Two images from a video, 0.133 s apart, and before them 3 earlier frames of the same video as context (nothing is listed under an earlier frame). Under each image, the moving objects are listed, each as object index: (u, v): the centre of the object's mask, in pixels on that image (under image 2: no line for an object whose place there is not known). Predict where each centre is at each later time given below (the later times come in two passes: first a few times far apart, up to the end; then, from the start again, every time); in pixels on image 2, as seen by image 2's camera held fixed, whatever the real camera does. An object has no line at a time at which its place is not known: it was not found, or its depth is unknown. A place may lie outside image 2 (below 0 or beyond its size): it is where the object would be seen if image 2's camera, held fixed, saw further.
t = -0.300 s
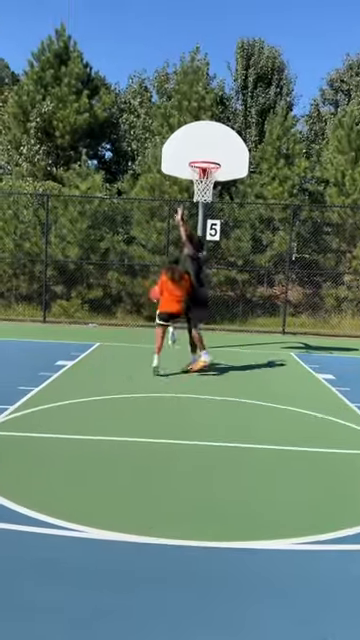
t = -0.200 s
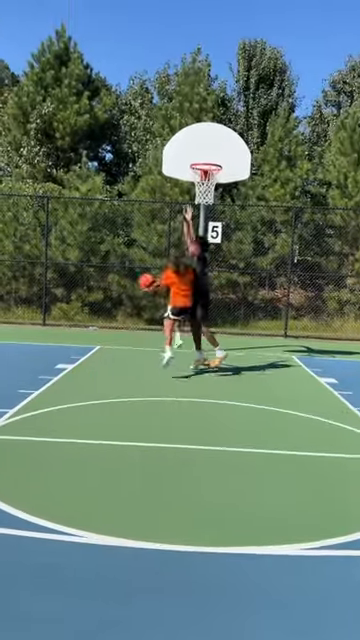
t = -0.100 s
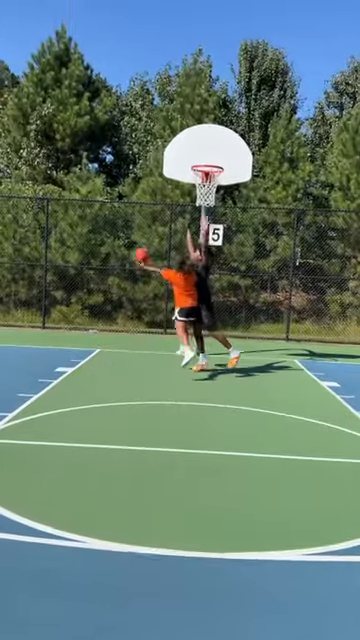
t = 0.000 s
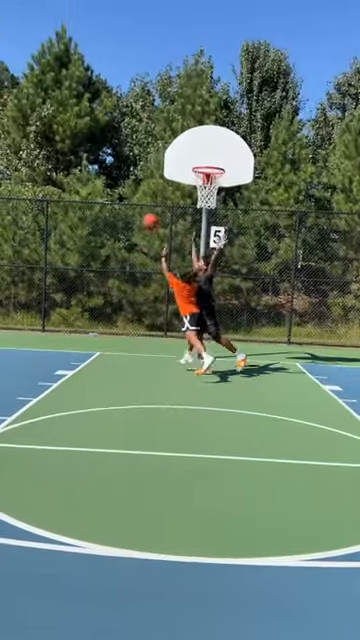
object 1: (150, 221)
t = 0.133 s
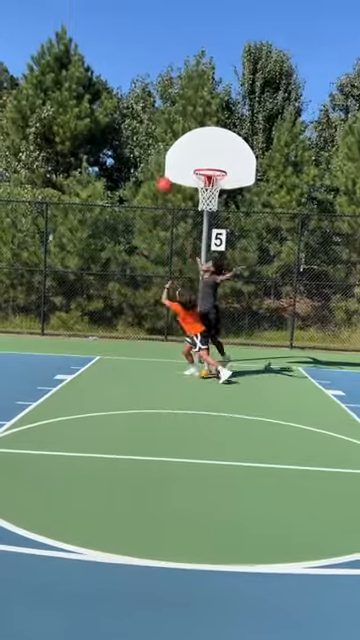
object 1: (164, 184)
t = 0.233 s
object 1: (175, 165)
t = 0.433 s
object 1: (192, 146)
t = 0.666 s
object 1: (210, 154)
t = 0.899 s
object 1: (212, 167)
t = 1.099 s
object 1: (209, 163)
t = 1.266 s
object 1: (219, 163)
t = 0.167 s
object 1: (167, 178)
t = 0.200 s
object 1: (171, 172)
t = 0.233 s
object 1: (175, 165)
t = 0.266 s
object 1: (177, 160)
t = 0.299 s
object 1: (181, 156)
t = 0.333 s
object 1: (184, 152)
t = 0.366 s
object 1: (186, 149)
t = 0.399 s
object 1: (189, 147)
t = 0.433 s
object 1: (192, 146)
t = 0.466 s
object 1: (195, 146)
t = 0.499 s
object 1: (198, 146)
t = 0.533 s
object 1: (200, 147)
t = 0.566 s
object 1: (203, 149)
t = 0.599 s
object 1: (205, 151)
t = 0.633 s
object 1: (207, 153)
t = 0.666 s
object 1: (210, 154)
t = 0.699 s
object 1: (212, 157)
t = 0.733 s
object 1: (214, 160)
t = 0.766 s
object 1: (216, 164)
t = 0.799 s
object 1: (217, 166)
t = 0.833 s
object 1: (216, 166)
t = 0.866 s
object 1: (214, 166)
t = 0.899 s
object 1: (212, 167)
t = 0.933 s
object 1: (209, 166)
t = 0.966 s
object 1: (206, 166)
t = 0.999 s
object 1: (202, 167)
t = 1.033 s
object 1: (202, 166)
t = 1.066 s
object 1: (206, 164)
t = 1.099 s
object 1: (209, 163)
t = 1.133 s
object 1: (212, 164)
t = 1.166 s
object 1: (215, 165)
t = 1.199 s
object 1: (217, 165)
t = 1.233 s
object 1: (218, 163)
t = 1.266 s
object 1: (219, 163)
